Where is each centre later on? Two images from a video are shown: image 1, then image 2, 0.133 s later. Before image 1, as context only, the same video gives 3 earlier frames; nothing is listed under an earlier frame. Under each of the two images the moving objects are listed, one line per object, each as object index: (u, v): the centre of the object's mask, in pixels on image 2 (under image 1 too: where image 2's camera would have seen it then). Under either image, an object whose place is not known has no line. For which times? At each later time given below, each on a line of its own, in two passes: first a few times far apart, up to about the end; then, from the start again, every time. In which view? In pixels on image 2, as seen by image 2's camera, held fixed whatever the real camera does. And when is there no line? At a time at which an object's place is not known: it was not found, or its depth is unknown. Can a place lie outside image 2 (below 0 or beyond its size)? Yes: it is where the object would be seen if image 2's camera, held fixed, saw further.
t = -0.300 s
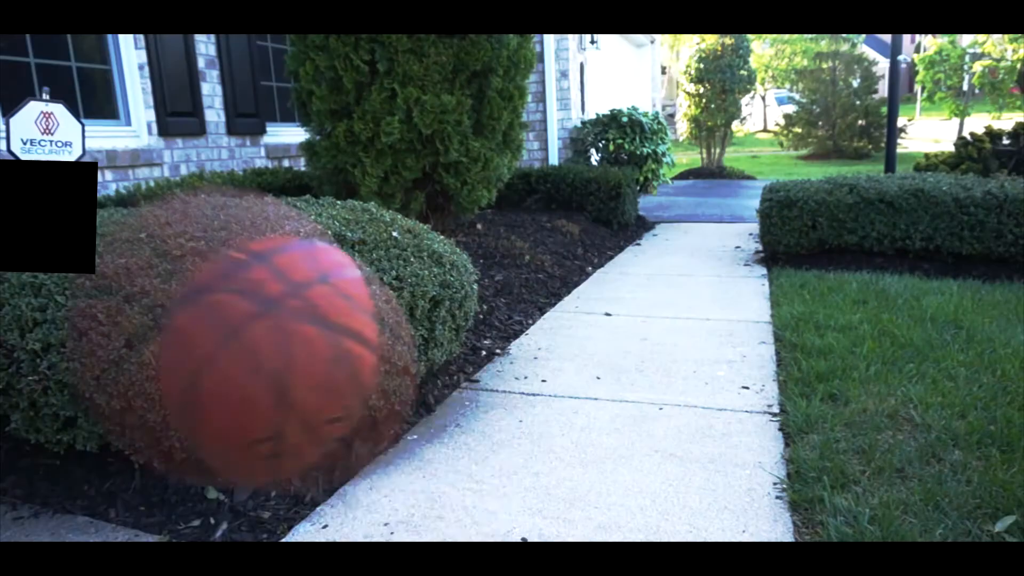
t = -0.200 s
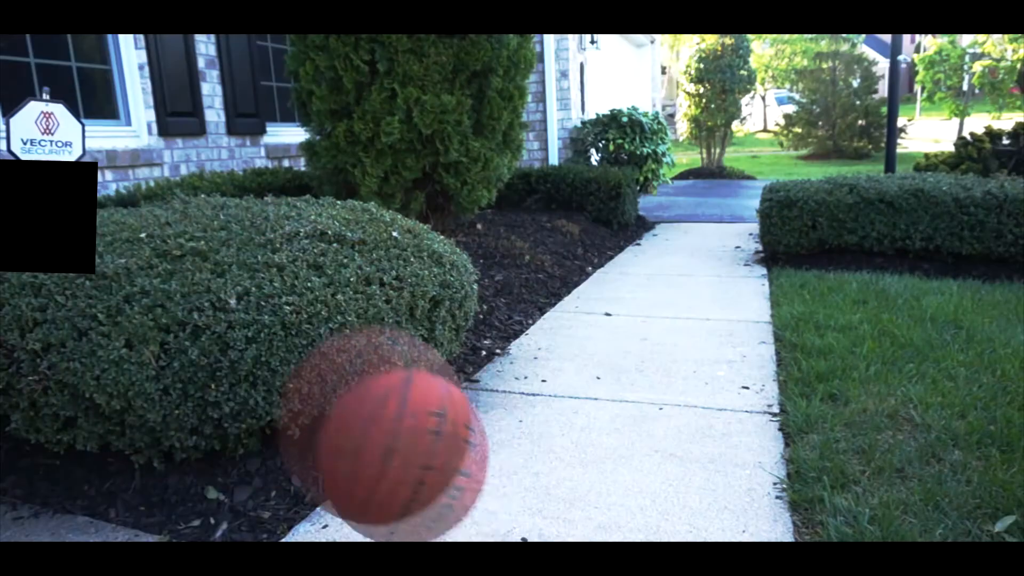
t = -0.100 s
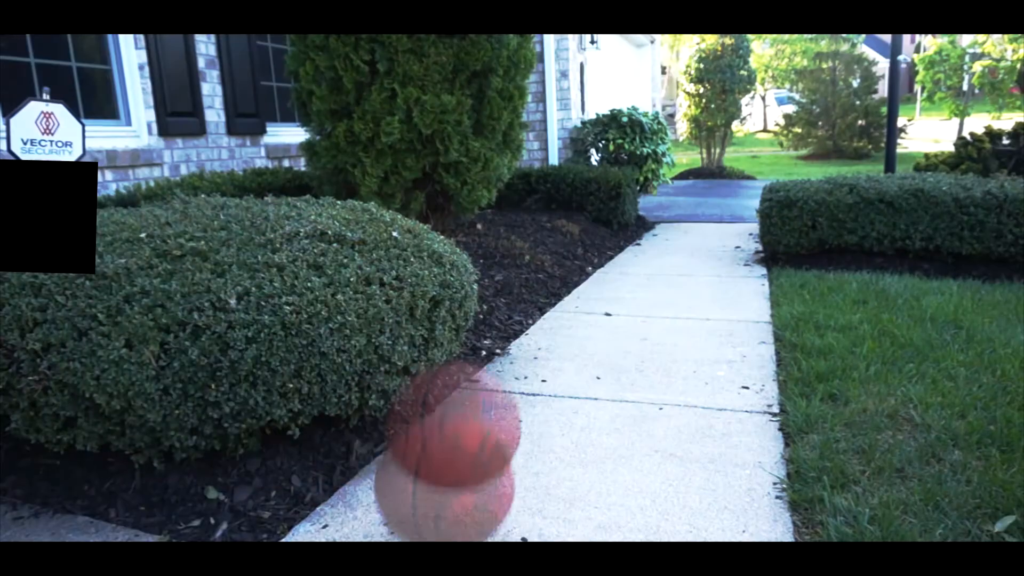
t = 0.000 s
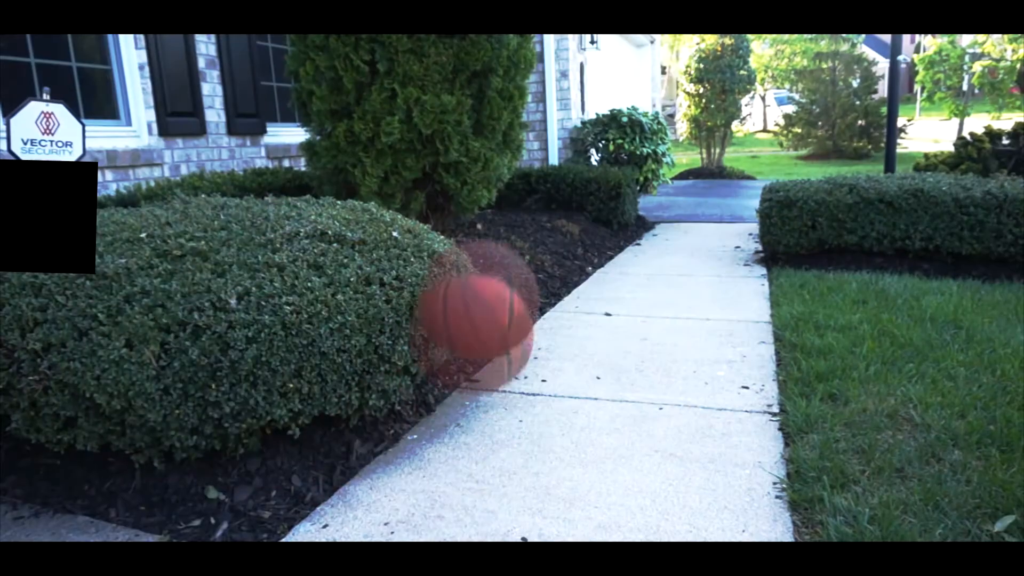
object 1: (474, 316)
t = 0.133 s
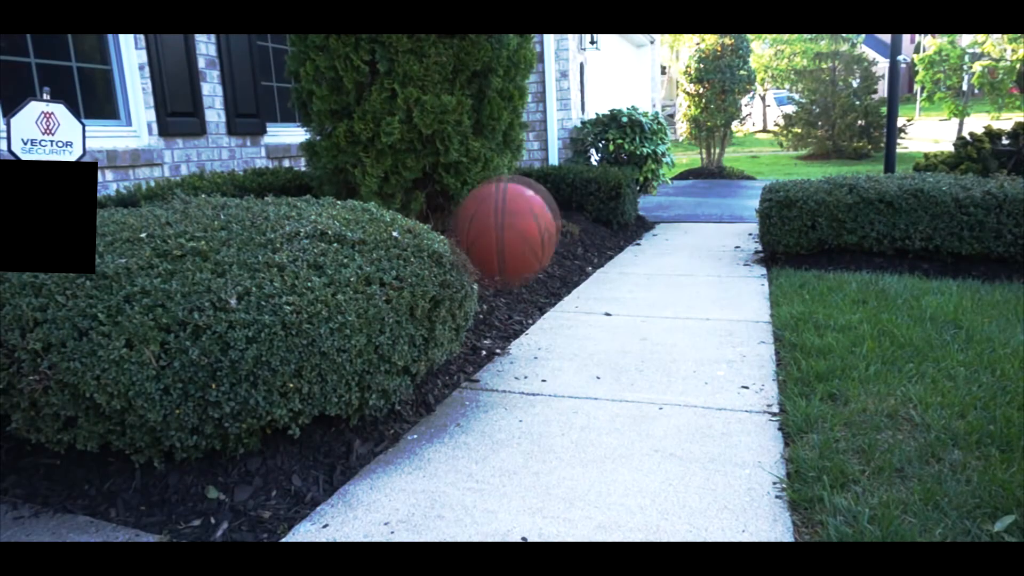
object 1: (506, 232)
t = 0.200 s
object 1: (521, 222)
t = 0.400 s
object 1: (556, 286)
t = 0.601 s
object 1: (581, 242)
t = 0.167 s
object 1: (513, 225)
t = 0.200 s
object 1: (521, 222)
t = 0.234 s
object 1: (527, 224)
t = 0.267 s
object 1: (534, 233)
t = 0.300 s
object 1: (540, 244)
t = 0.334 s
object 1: (547, 257)
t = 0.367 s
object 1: (549, 269)
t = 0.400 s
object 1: (556, 286)
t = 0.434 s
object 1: (561, 306)
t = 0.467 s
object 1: (567, 311)
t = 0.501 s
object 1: (571, 297)
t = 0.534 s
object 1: (573, 275)
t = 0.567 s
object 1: (575, 259)
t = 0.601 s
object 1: (581, 242)
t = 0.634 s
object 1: (585, 230)
